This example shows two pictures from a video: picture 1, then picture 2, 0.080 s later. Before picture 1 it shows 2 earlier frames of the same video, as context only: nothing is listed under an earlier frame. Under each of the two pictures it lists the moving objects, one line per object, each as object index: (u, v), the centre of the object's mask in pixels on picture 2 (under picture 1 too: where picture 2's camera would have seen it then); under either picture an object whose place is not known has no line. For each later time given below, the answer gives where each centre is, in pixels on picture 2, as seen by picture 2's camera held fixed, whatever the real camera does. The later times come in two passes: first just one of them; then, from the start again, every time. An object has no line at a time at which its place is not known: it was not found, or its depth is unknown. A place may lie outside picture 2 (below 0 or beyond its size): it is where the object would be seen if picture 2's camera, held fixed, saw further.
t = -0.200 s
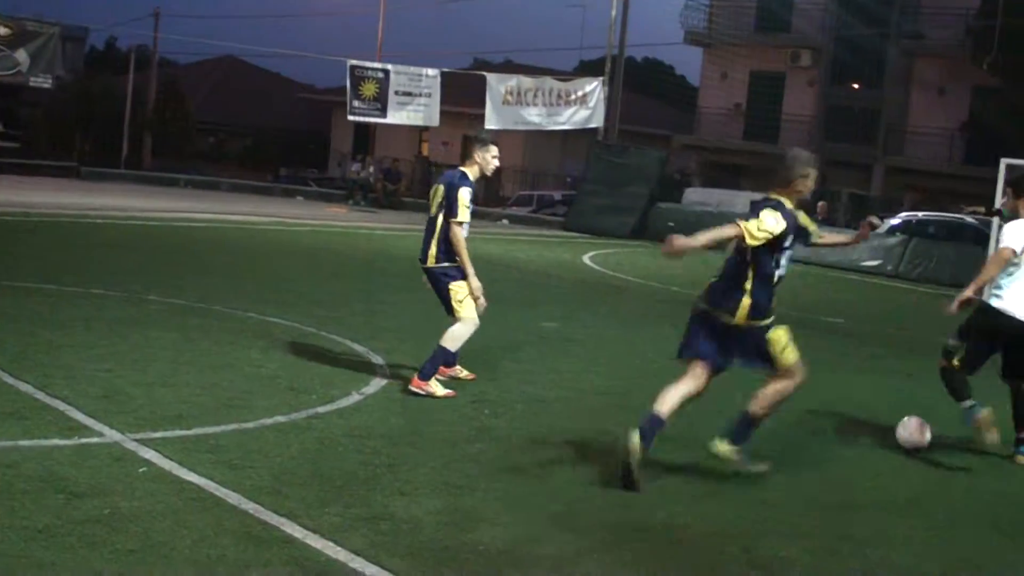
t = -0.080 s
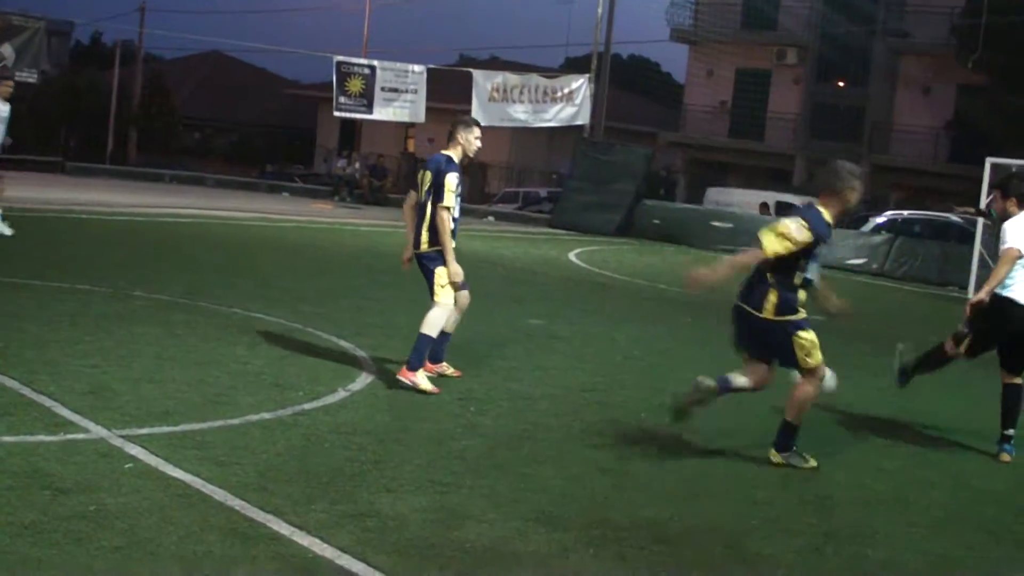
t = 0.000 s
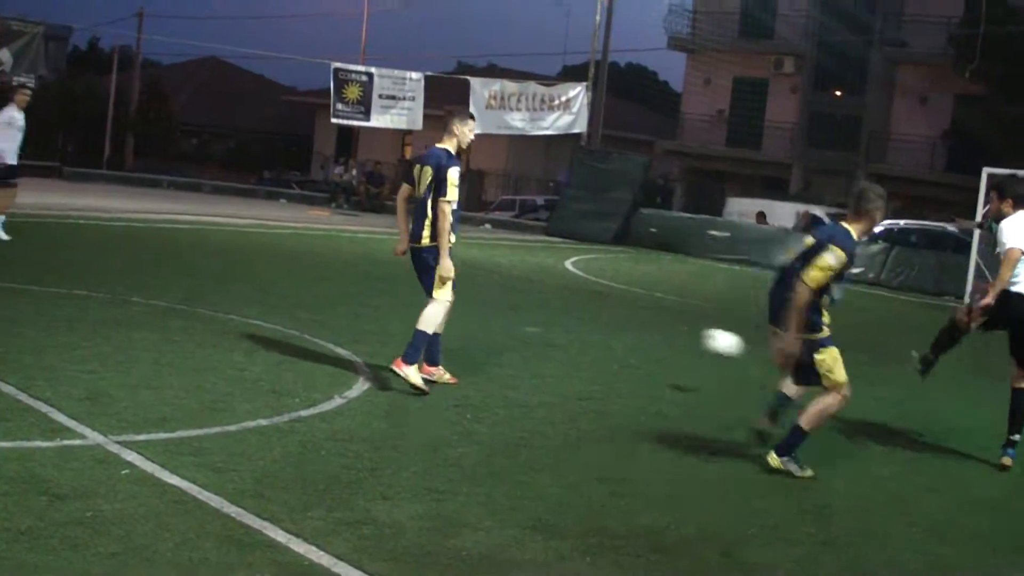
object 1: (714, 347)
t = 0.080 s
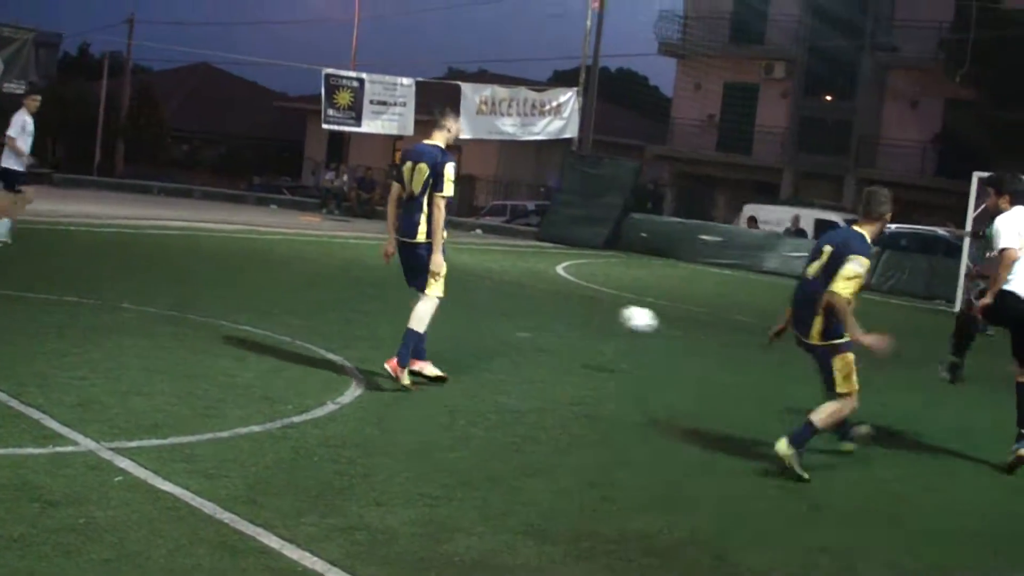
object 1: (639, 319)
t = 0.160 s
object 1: (572, 303)
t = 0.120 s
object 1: (605, 310)
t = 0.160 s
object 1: (572, 303)
